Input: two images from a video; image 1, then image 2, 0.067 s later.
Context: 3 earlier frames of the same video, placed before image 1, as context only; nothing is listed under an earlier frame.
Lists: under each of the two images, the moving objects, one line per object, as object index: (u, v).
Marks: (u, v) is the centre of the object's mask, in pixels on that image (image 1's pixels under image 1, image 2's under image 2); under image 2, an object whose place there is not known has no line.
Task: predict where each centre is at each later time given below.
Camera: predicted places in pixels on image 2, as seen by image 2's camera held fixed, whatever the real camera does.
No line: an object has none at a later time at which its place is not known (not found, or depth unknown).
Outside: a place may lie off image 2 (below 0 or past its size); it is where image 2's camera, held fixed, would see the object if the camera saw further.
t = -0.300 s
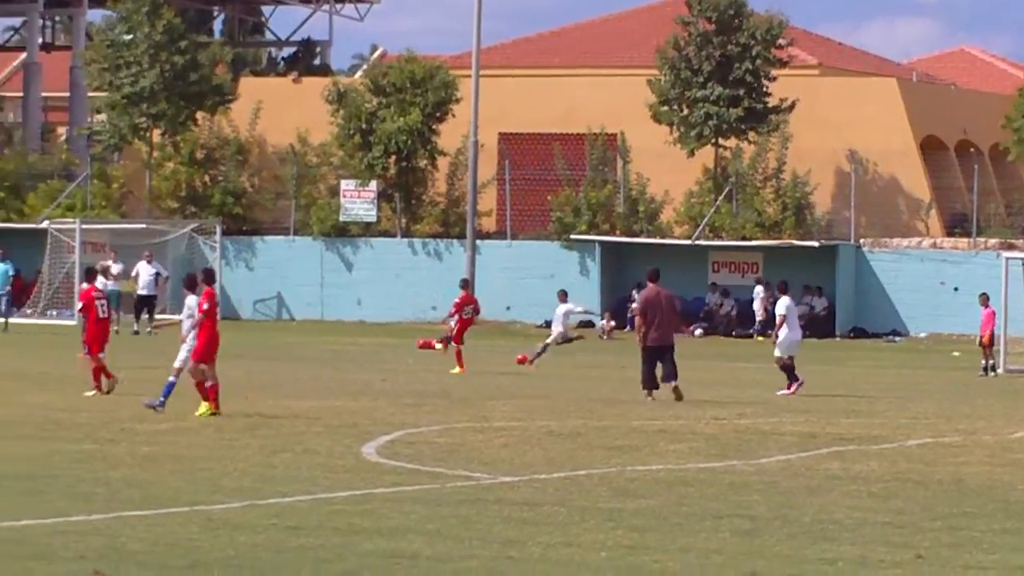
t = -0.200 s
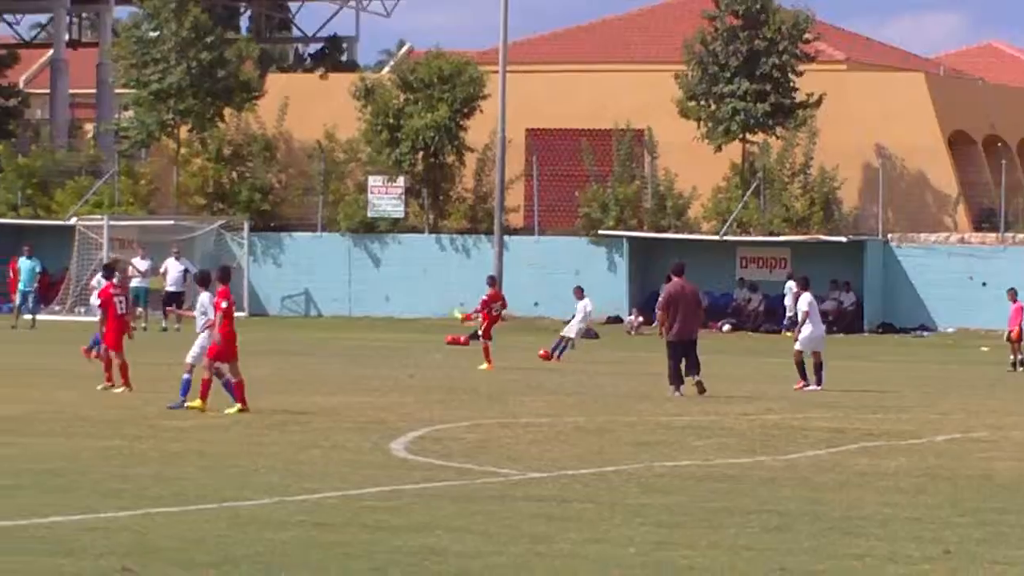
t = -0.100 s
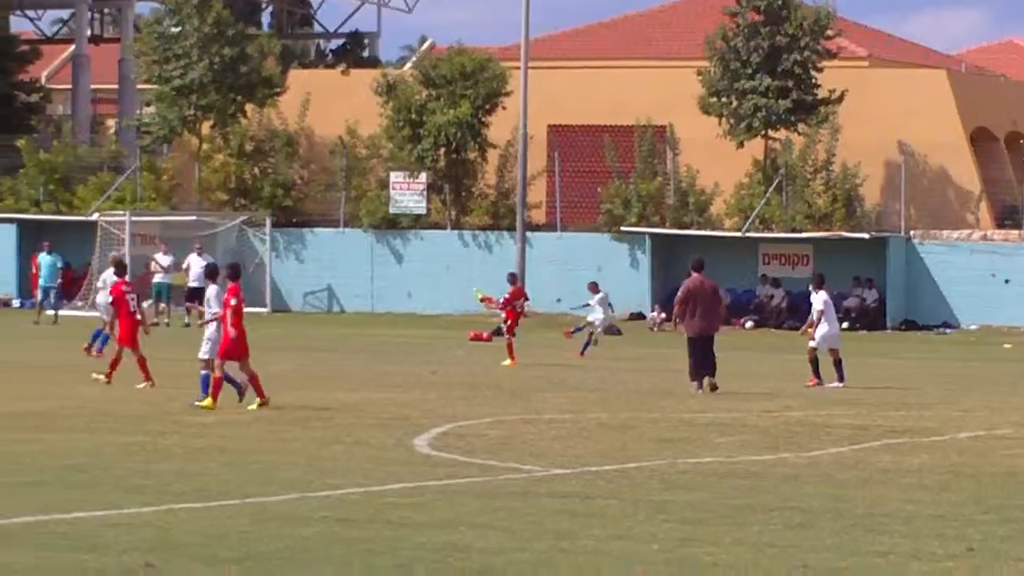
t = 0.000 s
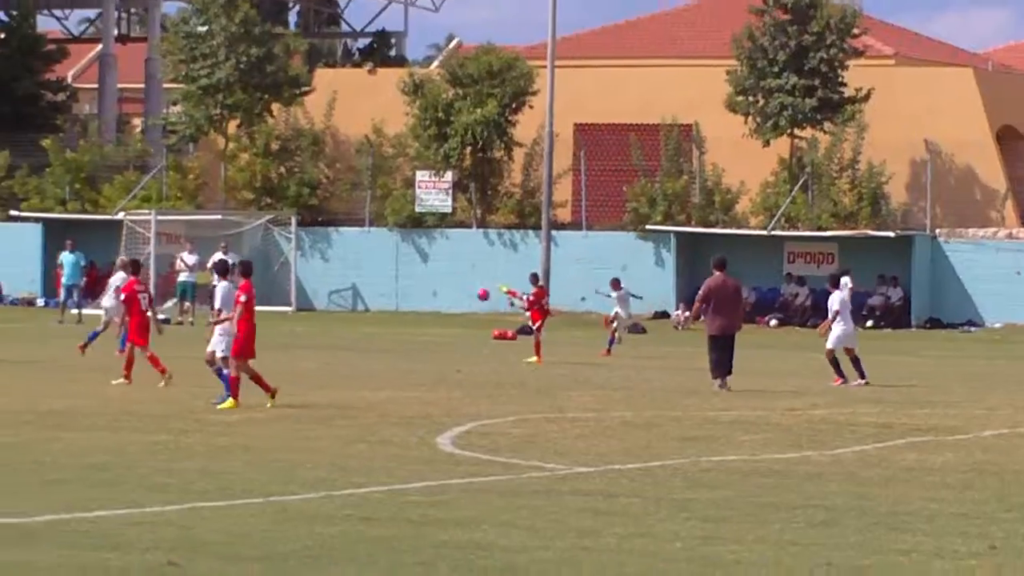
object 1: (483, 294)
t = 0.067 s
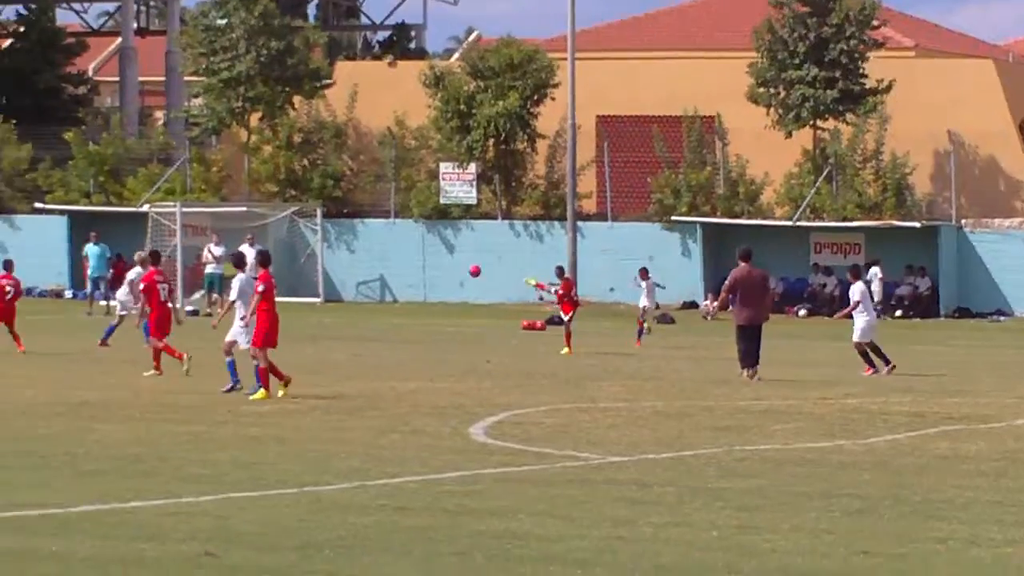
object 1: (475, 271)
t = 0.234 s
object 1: (383, 247)
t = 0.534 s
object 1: (218, 238)
